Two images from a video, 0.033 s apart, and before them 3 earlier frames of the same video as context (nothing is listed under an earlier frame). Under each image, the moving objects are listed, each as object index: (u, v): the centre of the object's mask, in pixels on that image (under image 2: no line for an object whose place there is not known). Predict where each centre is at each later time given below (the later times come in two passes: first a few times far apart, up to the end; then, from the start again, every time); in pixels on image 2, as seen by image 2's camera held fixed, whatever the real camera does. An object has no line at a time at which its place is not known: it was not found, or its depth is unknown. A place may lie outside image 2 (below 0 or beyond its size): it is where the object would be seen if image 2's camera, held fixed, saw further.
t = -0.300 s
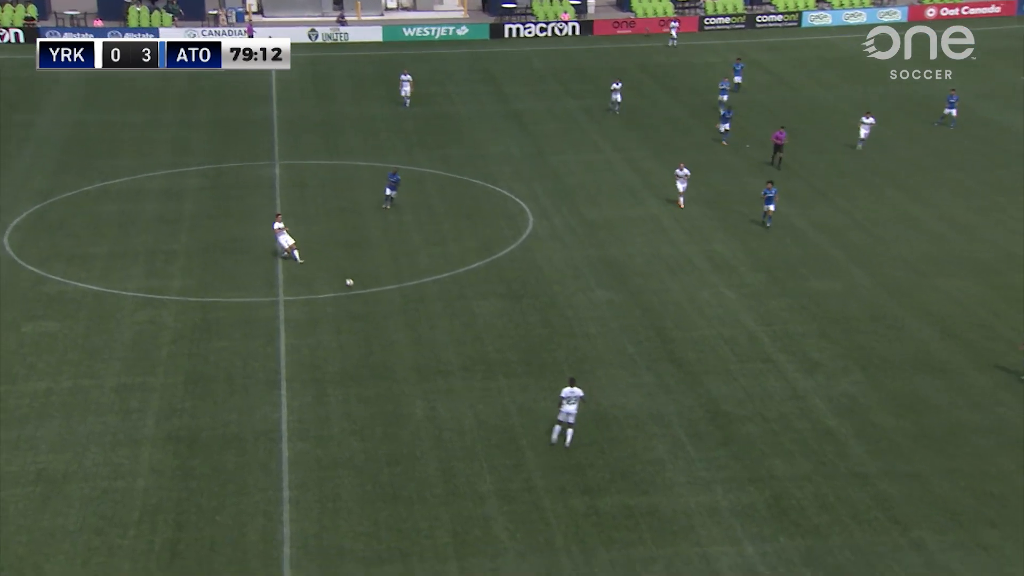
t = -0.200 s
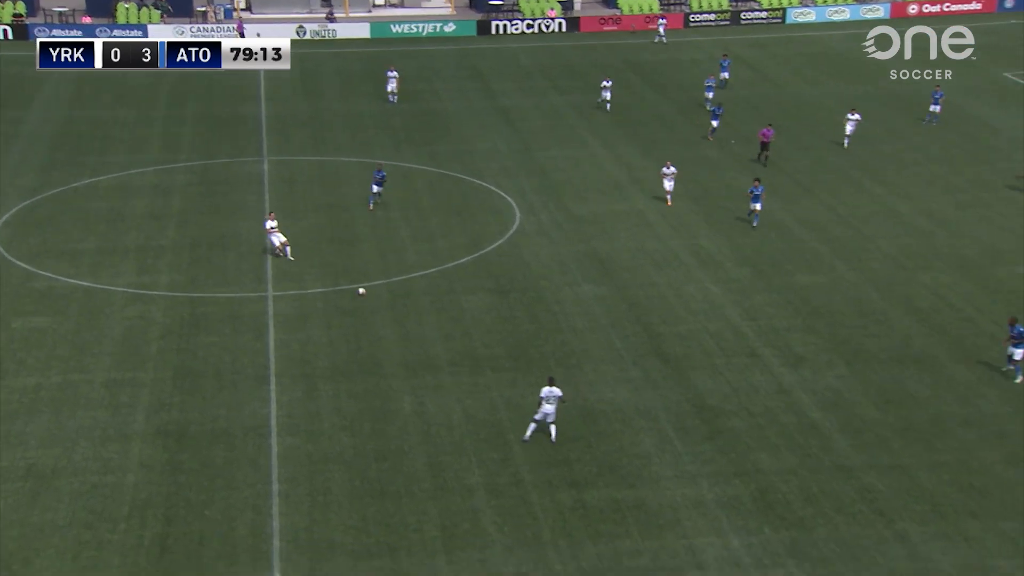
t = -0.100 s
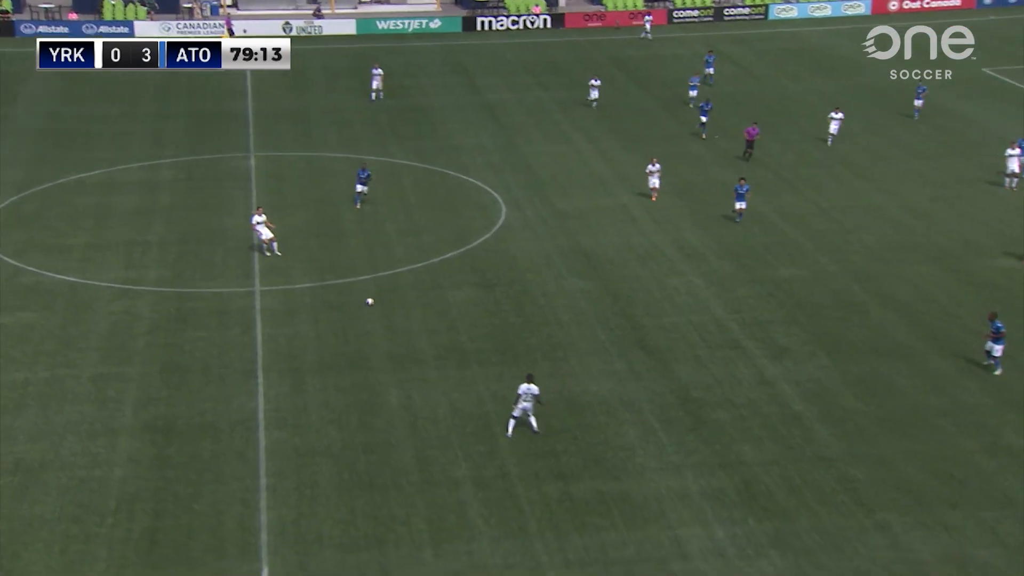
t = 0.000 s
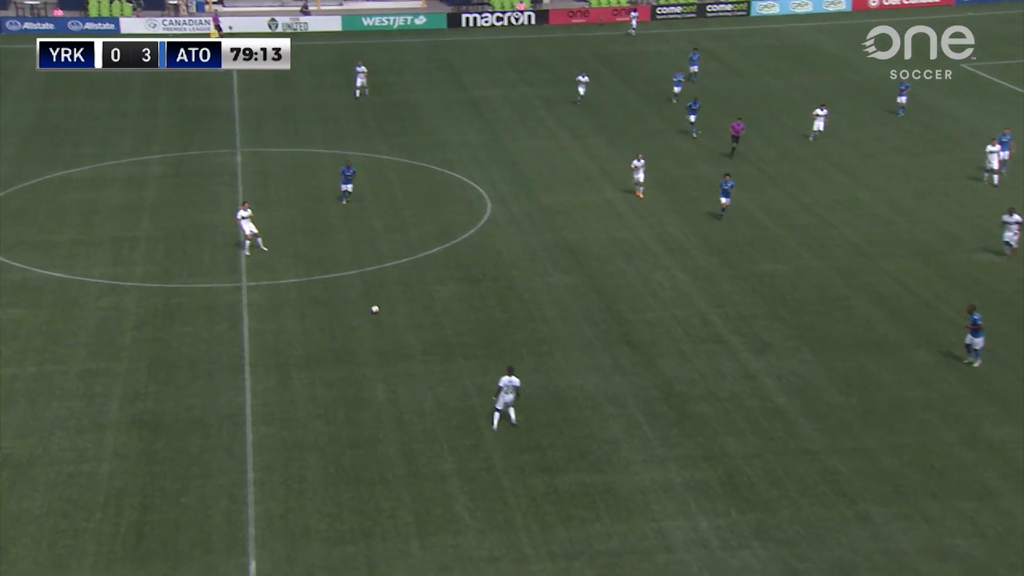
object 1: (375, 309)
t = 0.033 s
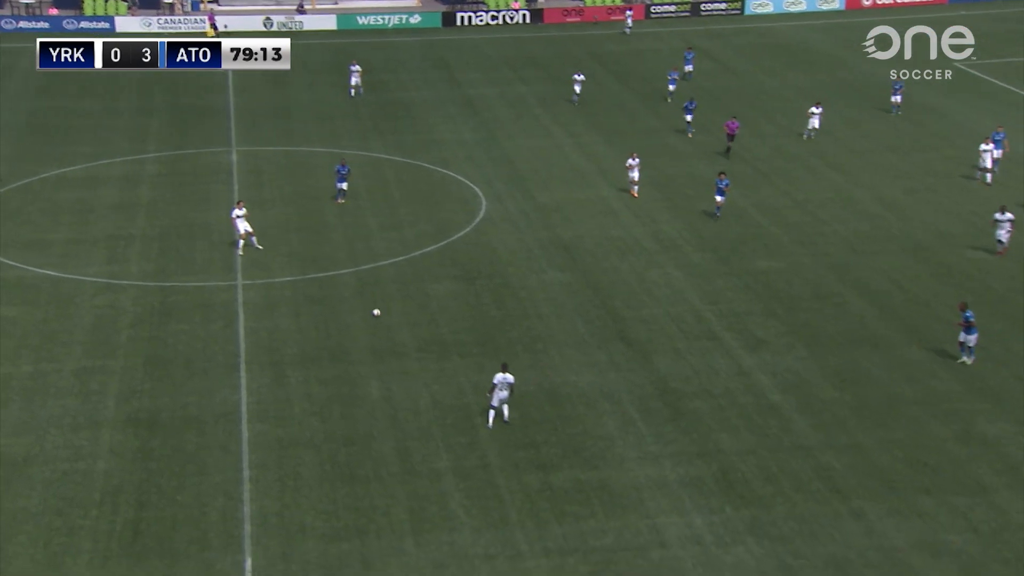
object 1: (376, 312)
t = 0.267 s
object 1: (414, 341)
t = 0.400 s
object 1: (433, 355)
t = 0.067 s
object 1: (382, 317)
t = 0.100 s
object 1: (388, 320)
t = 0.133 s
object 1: (393, 324)
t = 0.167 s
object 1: (398, 328)
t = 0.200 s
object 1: (404, 333)
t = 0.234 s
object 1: (409, 338)
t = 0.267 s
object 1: (414, 341)
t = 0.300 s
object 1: (418, 345)
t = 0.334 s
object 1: (423, 348)
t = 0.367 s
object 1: (428, 352)
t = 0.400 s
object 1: (433, 355)
